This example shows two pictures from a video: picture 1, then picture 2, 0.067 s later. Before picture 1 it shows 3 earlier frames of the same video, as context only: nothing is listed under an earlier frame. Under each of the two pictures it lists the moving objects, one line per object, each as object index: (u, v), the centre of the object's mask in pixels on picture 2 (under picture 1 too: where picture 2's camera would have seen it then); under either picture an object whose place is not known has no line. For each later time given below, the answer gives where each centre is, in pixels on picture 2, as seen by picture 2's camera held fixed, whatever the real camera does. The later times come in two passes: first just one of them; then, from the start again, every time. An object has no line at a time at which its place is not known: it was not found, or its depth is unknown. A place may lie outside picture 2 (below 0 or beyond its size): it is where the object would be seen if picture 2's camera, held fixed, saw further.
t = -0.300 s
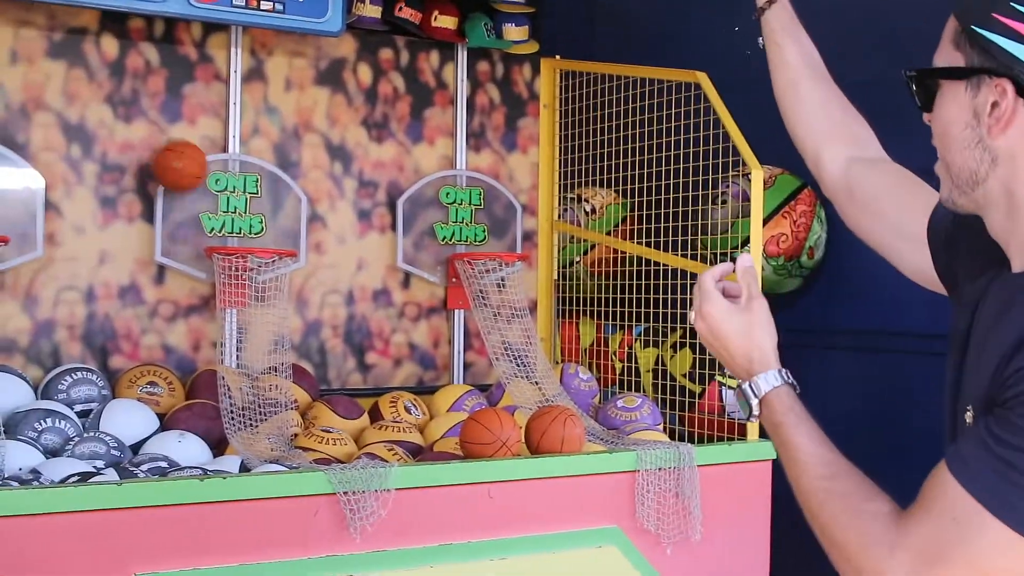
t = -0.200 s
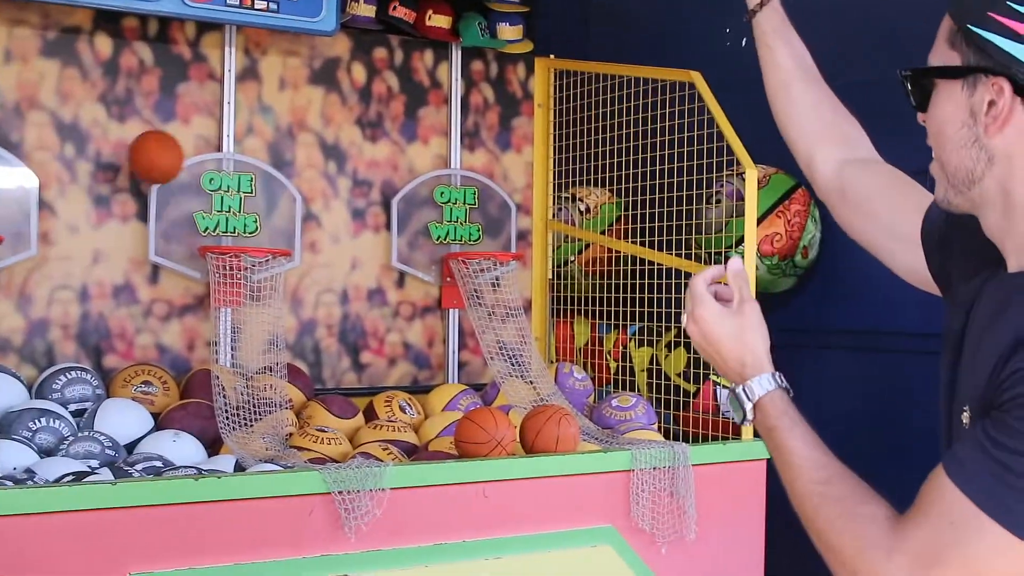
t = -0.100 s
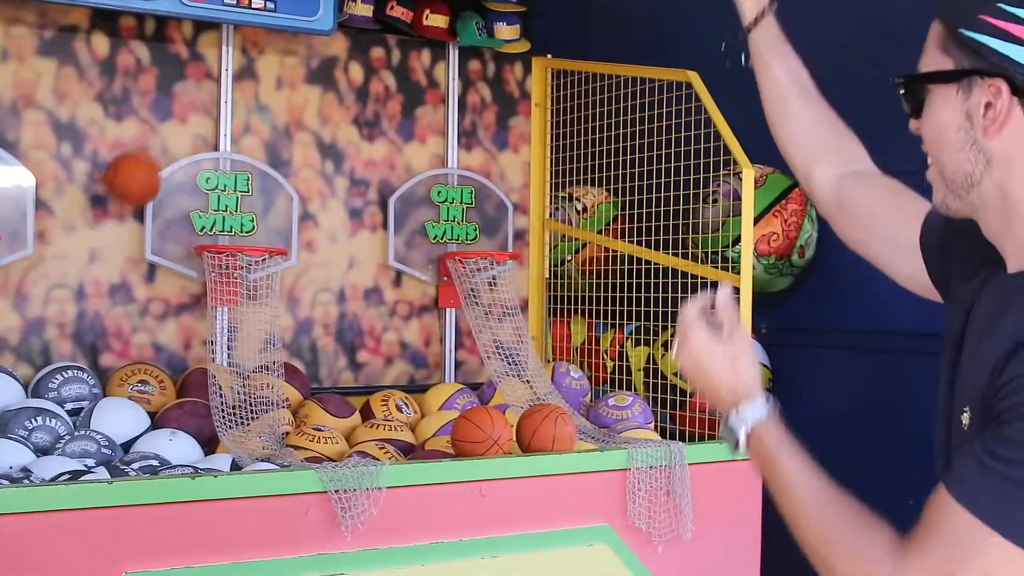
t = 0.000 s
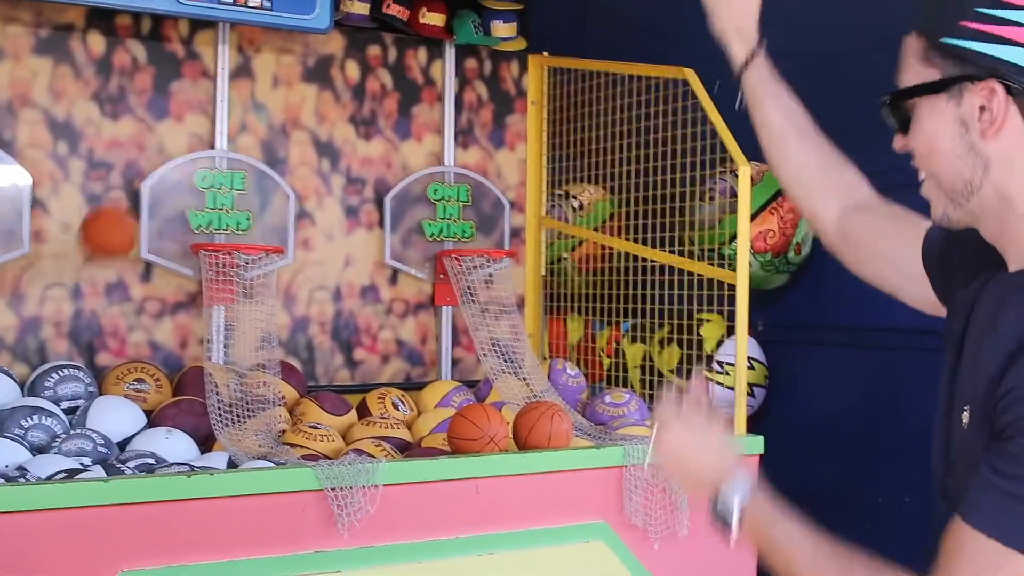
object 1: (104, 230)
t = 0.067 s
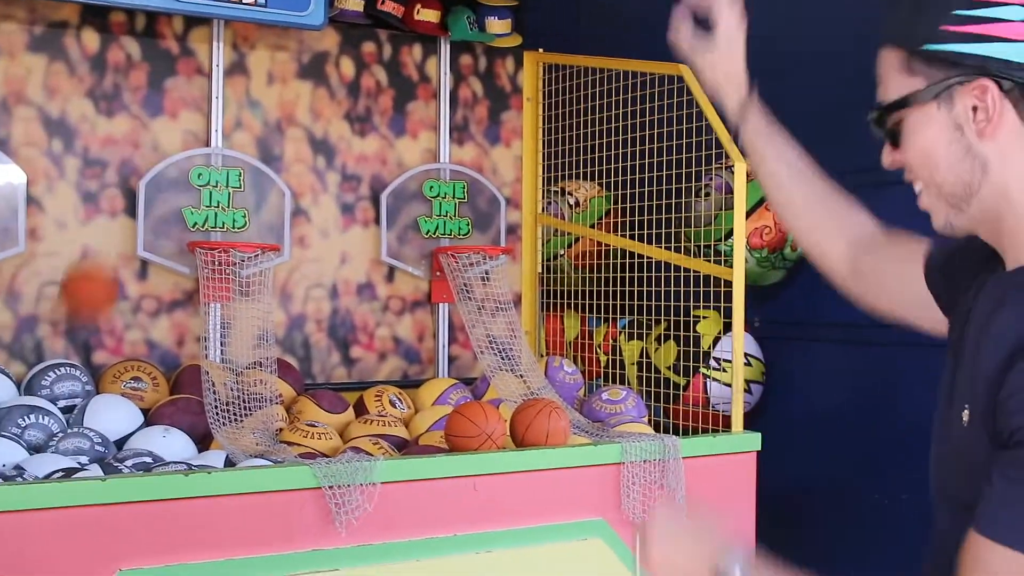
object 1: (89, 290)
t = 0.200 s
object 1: (81, 396)
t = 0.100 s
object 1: (82, 325)
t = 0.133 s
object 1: (75, 361)
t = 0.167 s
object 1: (72, 397)
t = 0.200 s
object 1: (81, 396)
